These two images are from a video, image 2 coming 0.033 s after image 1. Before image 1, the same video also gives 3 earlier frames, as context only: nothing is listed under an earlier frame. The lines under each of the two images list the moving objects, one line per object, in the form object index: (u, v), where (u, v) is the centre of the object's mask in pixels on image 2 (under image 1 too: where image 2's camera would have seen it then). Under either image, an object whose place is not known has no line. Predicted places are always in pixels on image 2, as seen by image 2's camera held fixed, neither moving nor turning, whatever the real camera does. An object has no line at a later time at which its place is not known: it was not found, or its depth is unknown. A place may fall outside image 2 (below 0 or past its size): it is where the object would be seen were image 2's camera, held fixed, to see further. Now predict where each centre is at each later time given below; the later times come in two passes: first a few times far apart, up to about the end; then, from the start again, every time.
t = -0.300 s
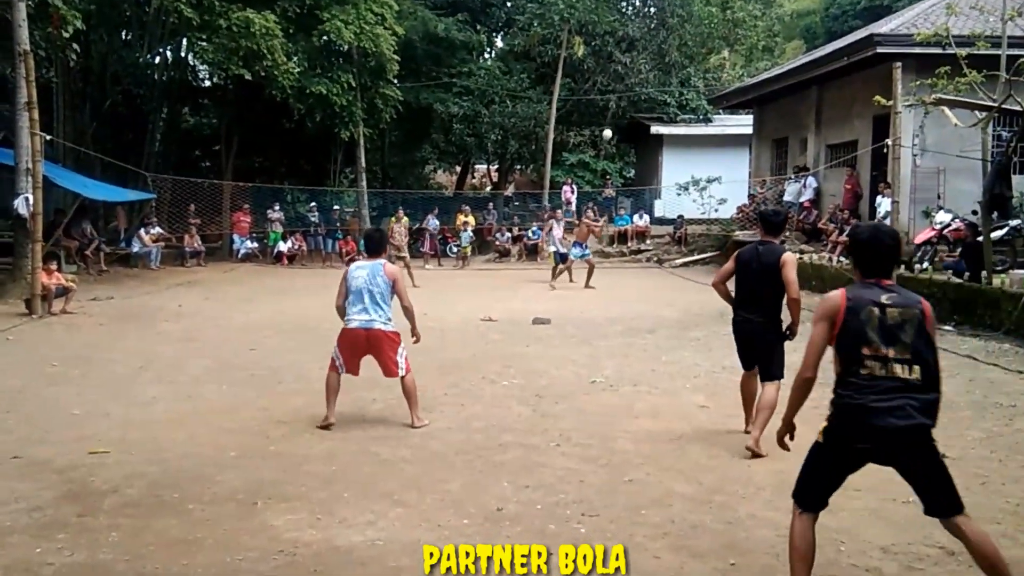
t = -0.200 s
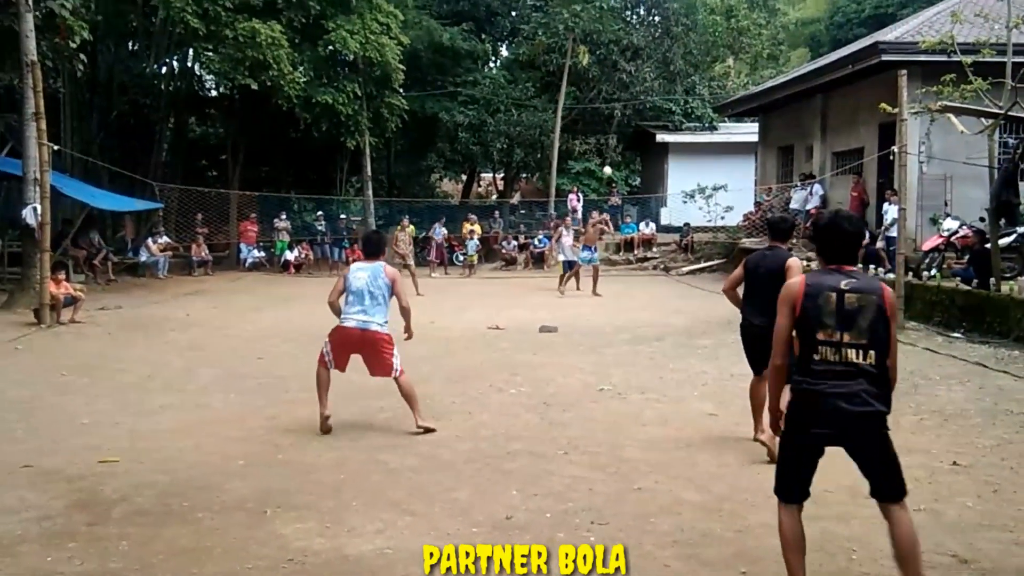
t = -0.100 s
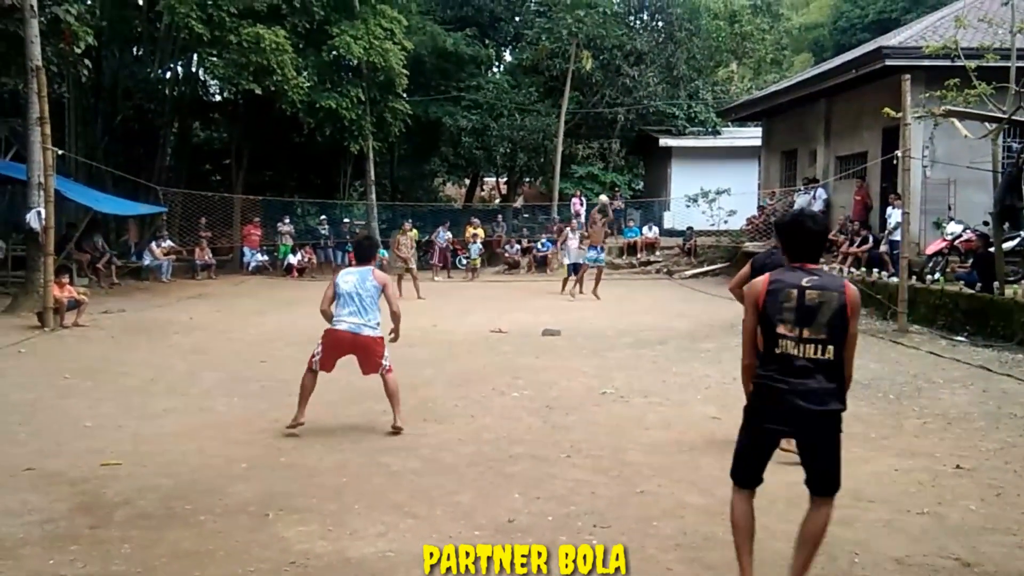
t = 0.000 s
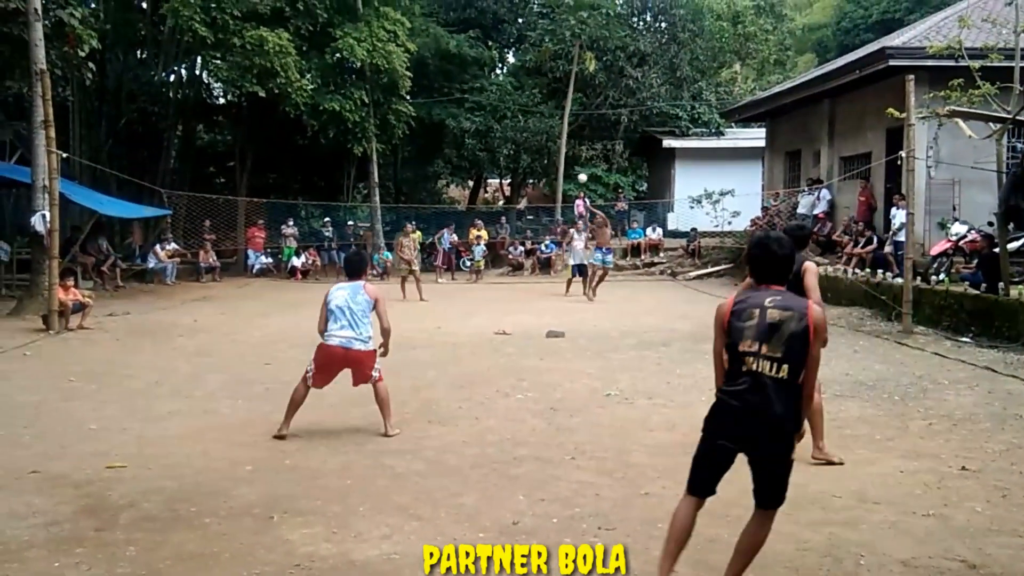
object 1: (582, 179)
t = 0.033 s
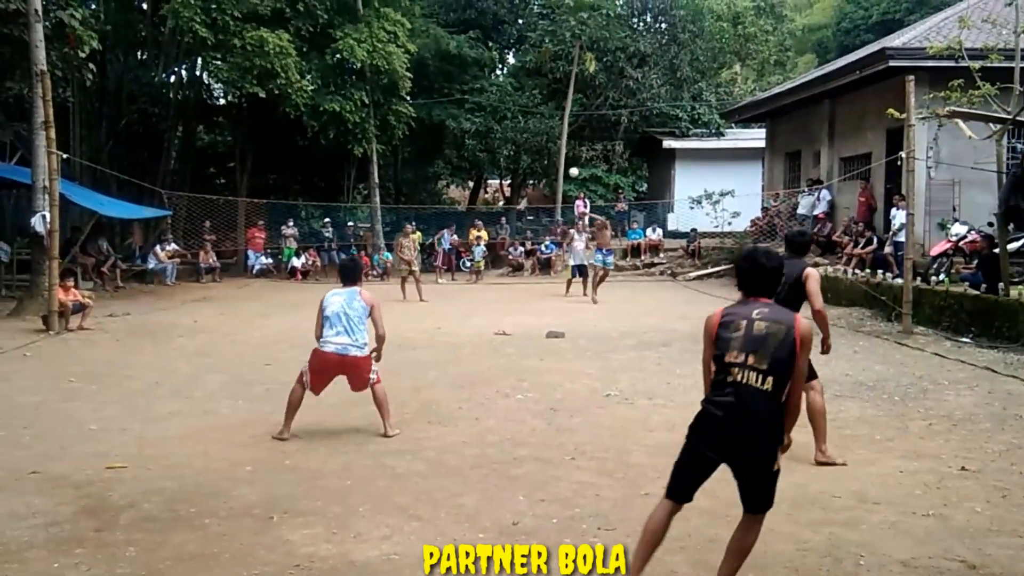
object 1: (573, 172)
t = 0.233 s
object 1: (513, 139)
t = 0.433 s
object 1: (435, 127)
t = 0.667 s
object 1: (307, 161)
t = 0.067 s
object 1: (565, 165)
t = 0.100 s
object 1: (555, 160)
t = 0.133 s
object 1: (545, 154)
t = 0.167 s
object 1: (535, 149)
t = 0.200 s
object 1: (525, 144)
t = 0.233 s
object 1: (513, 139)
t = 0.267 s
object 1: (502, 135)
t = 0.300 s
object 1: (490, 132)
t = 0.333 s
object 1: (476, 130)
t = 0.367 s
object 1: (463, 128)
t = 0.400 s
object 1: (449, 128)
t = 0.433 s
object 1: (435, 127)
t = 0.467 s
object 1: (419, 129)
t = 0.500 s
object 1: (402, 131)
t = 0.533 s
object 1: (385, 134)
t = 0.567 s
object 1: (367, 139)
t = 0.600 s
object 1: (348, 145)
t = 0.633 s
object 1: (328, 152)
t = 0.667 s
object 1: (307, 161)
